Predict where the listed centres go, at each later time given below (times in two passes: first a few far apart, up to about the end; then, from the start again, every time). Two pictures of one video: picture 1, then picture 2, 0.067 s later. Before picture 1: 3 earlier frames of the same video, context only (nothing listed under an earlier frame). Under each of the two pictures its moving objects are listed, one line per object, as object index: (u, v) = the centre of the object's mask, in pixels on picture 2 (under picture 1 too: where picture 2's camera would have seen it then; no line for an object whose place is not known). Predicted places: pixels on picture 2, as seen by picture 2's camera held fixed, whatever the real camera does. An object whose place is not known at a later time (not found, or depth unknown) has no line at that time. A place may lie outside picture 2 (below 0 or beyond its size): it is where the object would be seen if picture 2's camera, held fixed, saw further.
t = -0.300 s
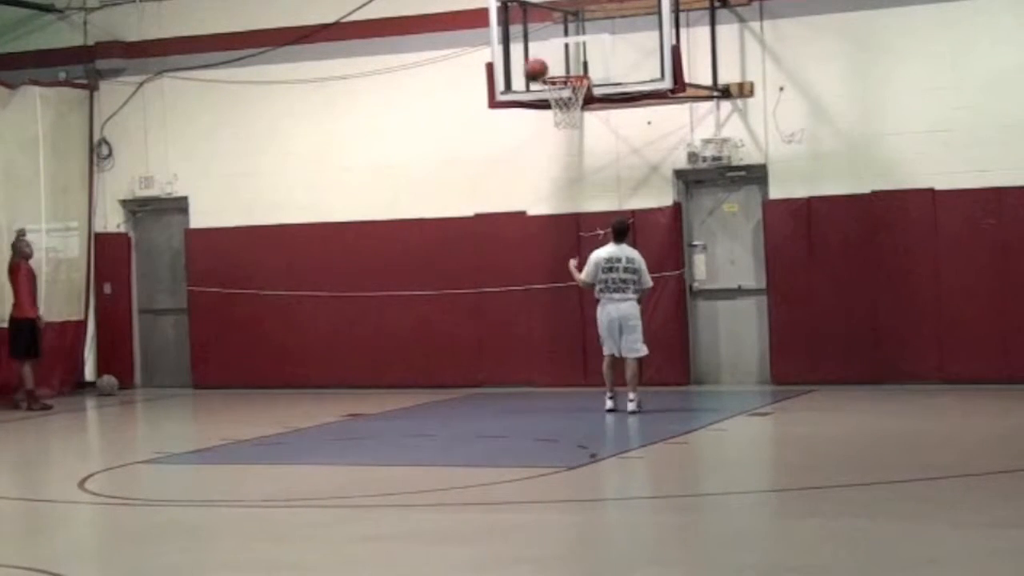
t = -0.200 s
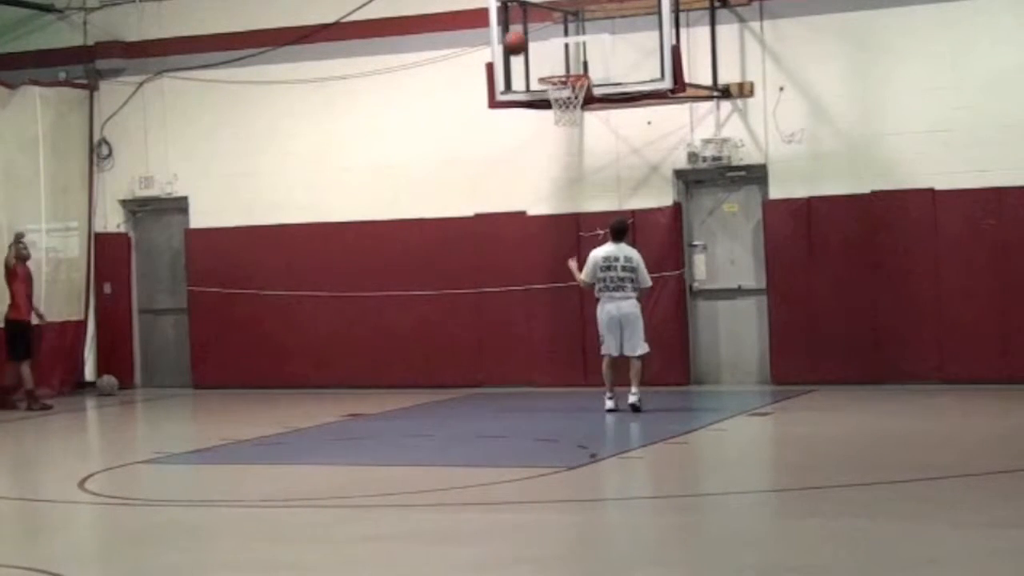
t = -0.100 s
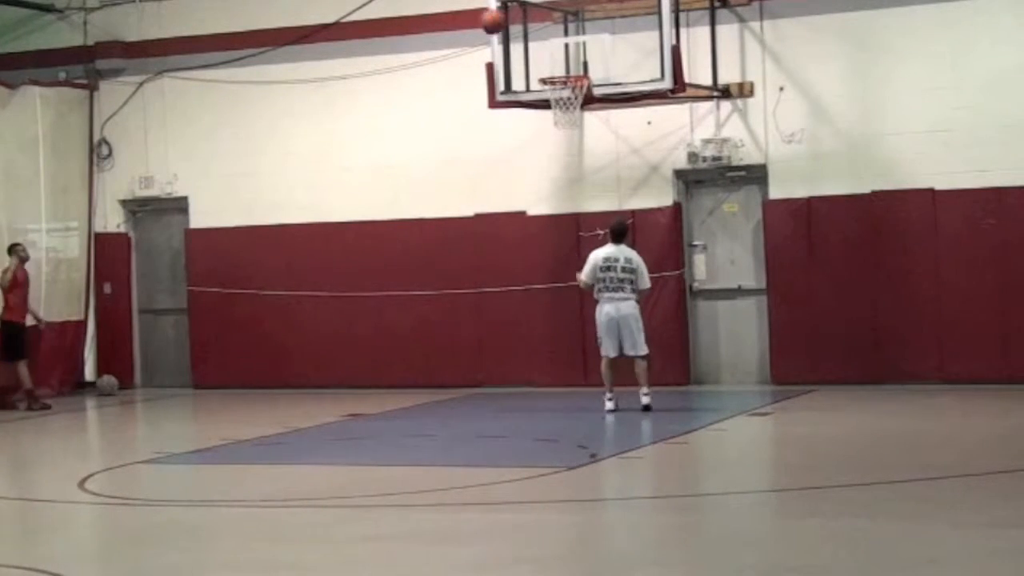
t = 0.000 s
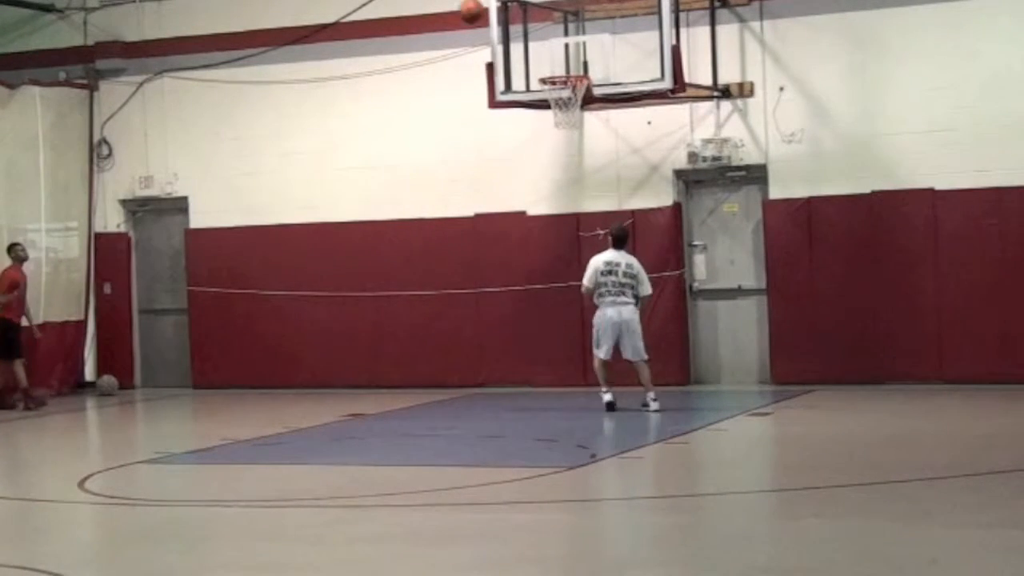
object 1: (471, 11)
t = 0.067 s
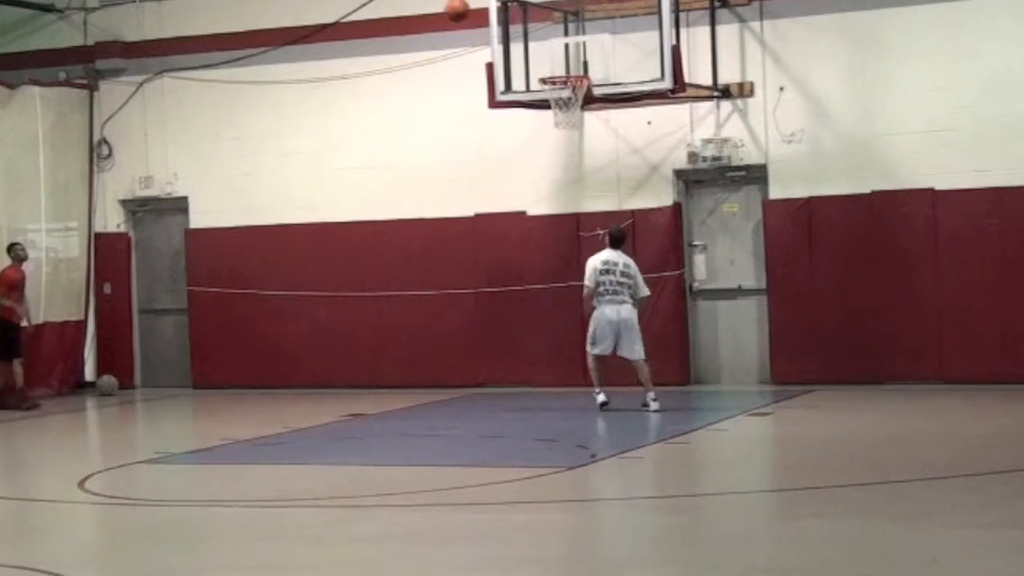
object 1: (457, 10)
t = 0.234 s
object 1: (422, 25)
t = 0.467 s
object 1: (379, 94)
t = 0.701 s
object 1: (340, 213)
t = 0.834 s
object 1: (320, 299)
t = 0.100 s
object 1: (450, 11)
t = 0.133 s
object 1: (443, 11)
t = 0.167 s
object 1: (436, 15)
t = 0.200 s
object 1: (429, 19)
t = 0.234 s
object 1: (422, 25)
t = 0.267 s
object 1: (416, 32)
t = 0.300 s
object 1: (409, 39)
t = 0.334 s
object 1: (404, 48)
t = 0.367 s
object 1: (397, 58)
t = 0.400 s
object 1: (391, 69)
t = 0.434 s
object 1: (385, 81)
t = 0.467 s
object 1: (379, 94)
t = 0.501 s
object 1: (373, 108)
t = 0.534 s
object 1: (367, 123)
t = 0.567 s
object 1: (362, 139)
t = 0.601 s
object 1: (356, 156)
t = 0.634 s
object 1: (351, 174)
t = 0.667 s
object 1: (346, 193)
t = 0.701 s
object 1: (340, 213)
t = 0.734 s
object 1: (335, 232)
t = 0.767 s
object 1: (329, 251)
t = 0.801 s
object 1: (325, 273)
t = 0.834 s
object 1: (320, 299)
